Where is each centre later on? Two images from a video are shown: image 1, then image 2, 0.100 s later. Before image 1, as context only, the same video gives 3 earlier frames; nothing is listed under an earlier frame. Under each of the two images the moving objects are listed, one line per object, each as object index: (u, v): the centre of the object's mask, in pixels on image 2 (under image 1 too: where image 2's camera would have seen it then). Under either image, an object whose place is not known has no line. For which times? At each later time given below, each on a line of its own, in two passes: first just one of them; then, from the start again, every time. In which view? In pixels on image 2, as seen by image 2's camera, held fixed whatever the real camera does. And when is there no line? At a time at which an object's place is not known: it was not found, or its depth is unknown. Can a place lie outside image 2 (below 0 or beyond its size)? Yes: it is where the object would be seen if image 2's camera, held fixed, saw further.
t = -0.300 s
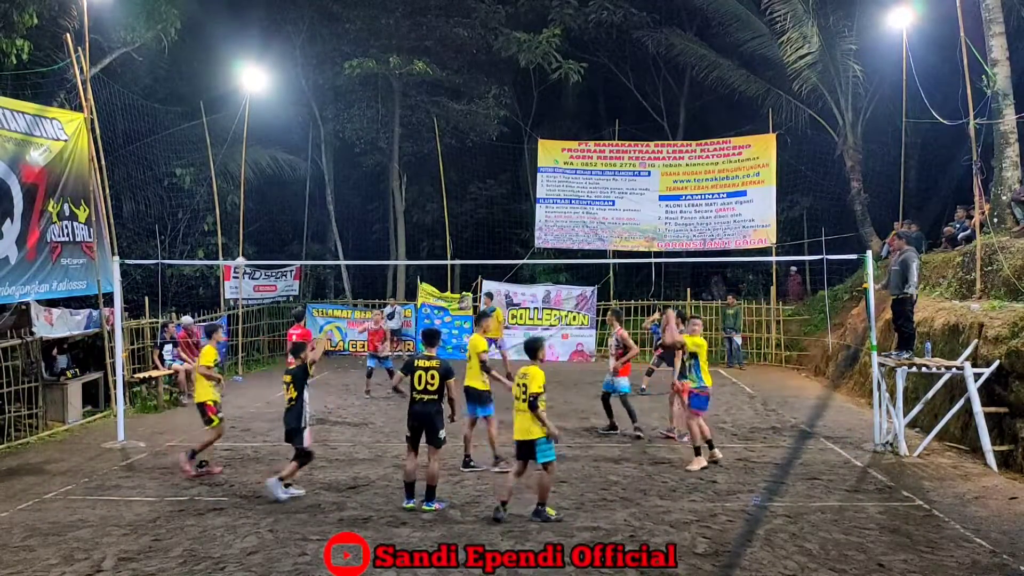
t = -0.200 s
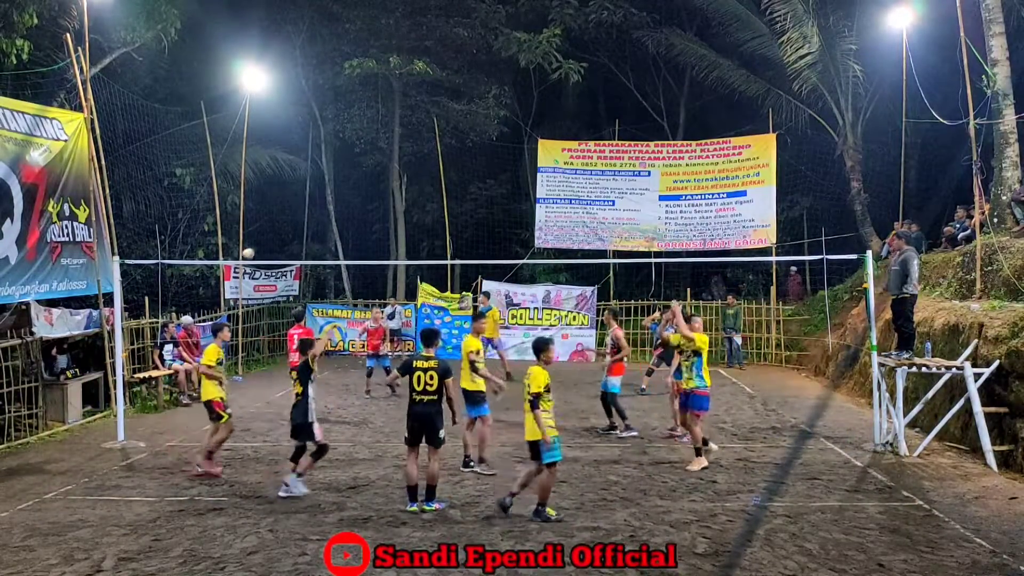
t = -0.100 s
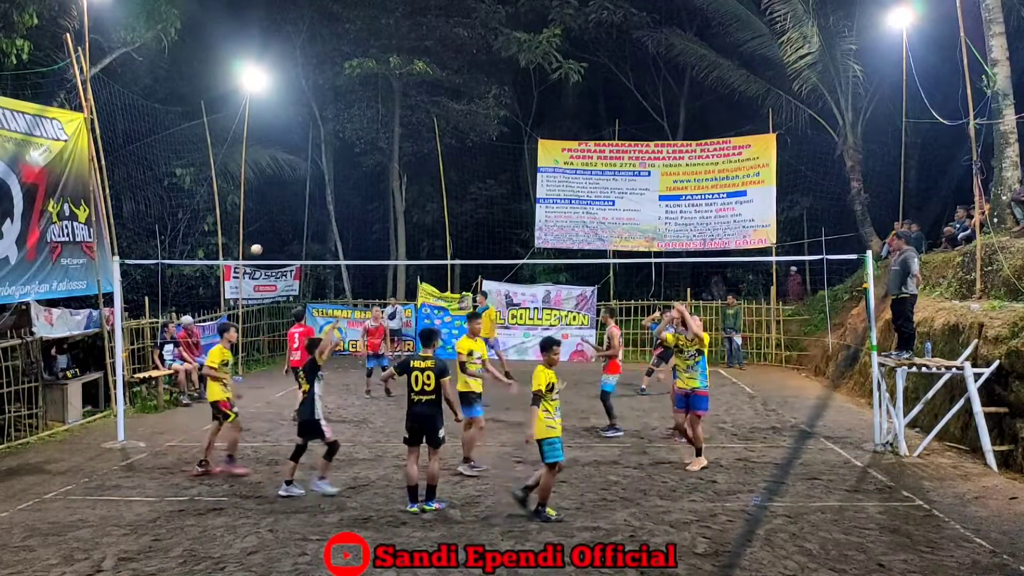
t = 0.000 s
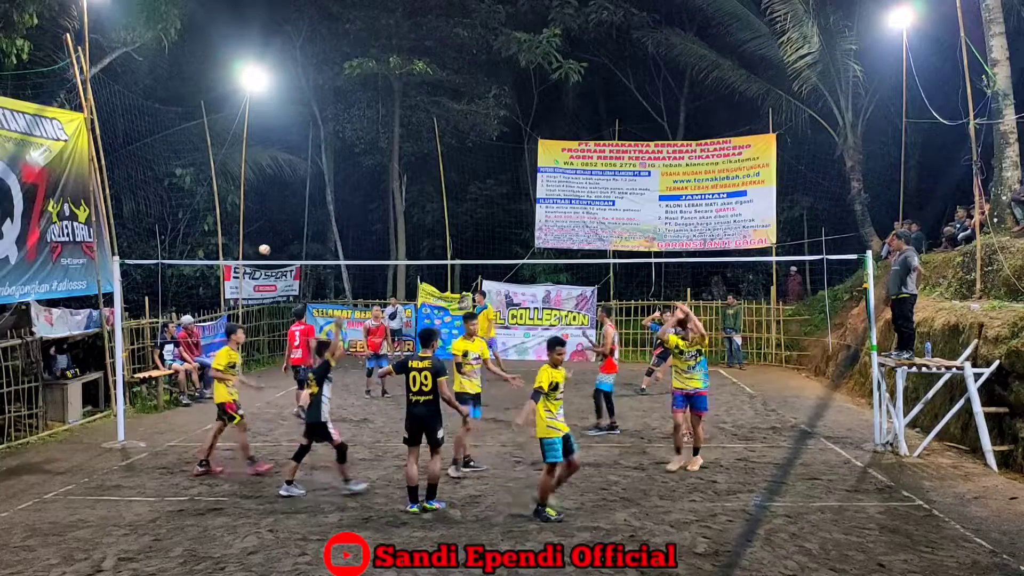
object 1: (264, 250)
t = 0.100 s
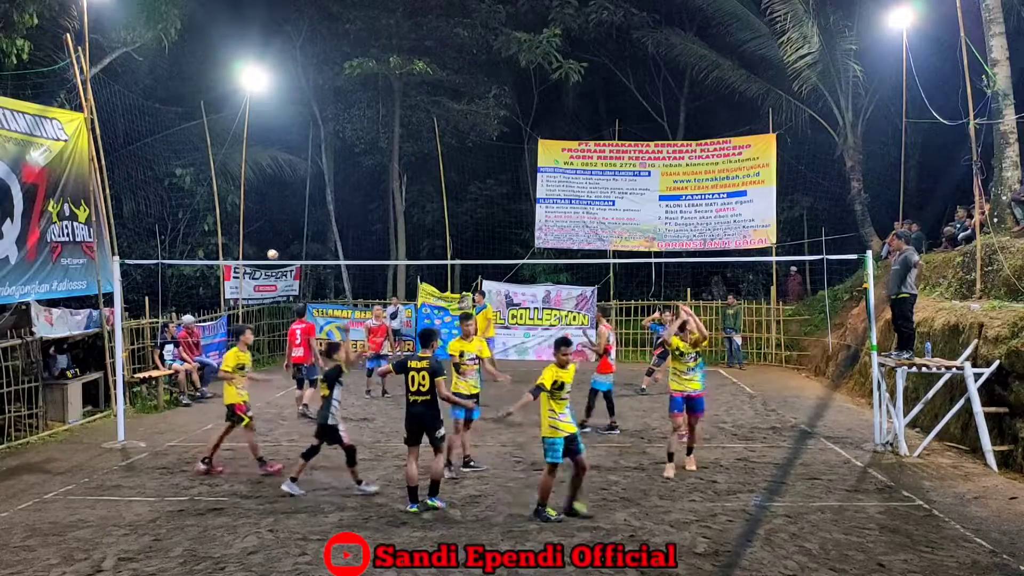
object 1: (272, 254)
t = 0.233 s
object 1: (283, 268)
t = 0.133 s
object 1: (275, 256)
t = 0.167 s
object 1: (278, 260)
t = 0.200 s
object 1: (281, 263)
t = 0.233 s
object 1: (283, 268)
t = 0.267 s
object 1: (286, 274)
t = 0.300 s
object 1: (288, 277)
